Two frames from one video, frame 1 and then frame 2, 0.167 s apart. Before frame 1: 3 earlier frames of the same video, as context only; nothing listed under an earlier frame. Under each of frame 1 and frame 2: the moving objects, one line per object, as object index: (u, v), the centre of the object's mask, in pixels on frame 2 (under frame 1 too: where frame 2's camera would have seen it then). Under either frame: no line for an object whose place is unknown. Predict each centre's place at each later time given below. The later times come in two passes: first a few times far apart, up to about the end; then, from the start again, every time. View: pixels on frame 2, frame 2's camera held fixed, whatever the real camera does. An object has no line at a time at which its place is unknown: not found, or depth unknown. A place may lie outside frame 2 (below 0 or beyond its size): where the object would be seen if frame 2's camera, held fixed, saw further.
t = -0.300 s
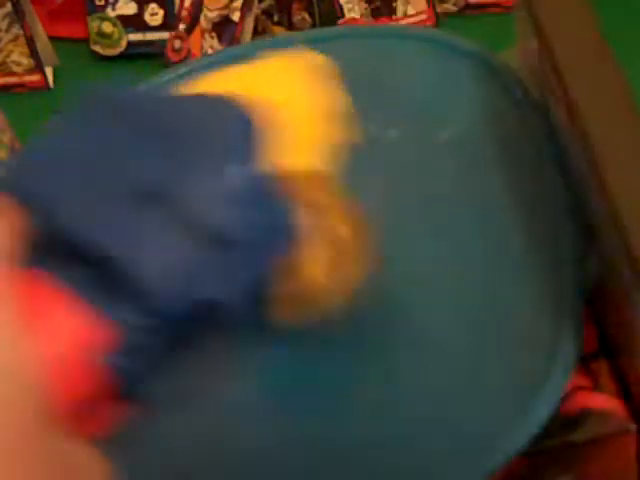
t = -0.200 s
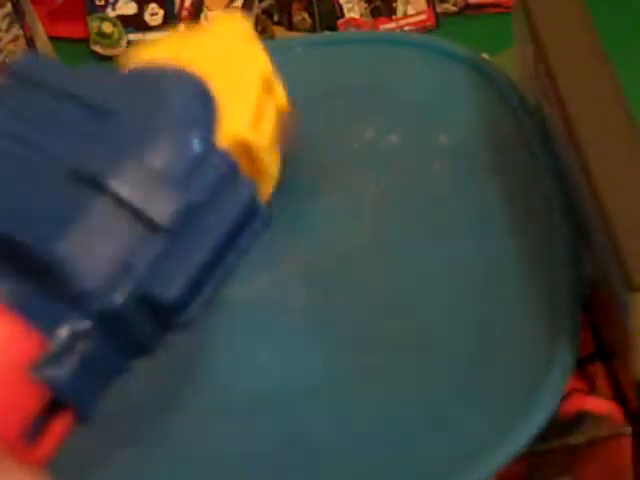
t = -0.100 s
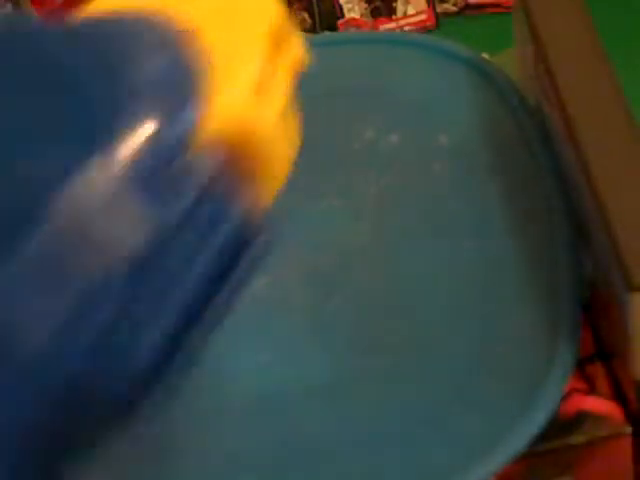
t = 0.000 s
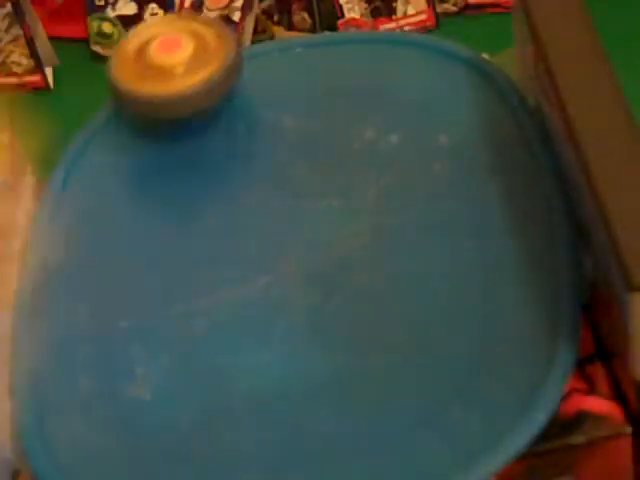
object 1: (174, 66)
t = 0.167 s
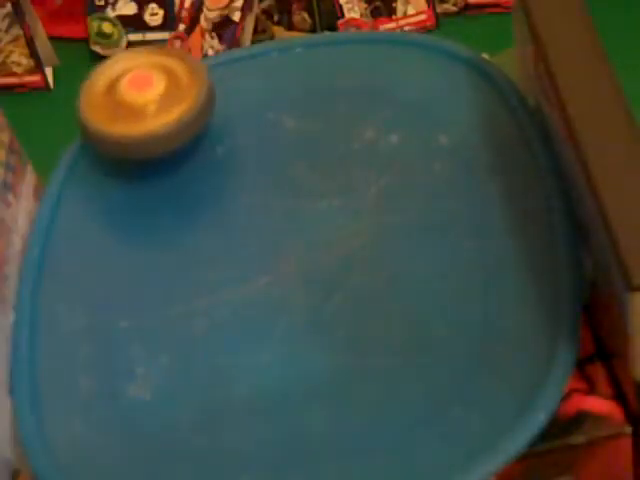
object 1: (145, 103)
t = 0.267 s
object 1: (141, 125)
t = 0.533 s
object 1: (176, 164)
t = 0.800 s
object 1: (235, 194)
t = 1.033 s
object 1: (279, 218)
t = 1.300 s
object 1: (313, 228)
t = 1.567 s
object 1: (329, 231)
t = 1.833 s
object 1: (321, 234)
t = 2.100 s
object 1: (293, 233)
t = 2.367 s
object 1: (271, 234)
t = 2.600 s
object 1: (268, 231)
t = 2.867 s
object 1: (275, 219)
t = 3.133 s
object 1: (283, 202)
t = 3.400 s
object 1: (301, 184)
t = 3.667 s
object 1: (324, 172)
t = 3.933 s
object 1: (345, 165)
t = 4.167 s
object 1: (350, 166)
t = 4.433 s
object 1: (339, 176)
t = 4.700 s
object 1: (302, 195)
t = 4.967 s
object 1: (264, 220)
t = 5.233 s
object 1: (256, 239)
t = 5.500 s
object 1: (276, 236)
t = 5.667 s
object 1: (284, 221)
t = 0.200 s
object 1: (142, 110)
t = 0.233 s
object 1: (141, 118)
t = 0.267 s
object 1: (141, 125)
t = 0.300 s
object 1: (142, 130)
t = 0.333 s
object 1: (144, 135)
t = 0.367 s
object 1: (148, 140)
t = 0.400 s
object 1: (152, 145)
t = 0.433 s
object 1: (157, 150)
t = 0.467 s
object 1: (163, 155)
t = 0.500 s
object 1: (170, 160)
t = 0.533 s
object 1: (176, 164)
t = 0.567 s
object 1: (183, 168)
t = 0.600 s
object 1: (190, 172)
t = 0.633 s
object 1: (198, 176)
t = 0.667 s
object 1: (205, 179)
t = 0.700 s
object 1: (212, 183)
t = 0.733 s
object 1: (220, 186)
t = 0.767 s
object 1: (227, 190)
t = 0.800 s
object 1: (235, 194)
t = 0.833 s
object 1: (242, 198)
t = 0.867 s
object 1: (249, 201)
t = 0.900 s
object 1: (257, 204)
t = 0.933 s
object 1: (263, 208)
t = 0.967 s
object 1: (268, 211)
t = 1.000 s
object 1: (273, 215)
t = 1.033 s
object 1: (279, 218)
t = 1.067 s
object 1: (284, 221)
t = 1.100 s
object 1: (289, 223)
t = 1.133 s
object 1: (293, 225)
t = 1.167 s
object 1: (298, 226)
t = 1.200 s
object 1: (302, 227)
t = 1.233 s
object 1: (306, 227)
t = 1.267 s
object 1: (309, 227)
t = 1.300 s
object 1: (313, 228)
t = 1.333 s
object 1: (316, 229)
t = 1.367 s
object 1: (319, 229)
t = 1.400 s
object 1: (321, 229)
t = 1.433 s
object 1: (324, 229)
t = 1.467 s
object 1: (326, 230)
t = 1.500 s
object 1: (327, 230)
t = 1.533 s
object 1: (328, 231)
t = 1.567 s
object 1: (329, 231)
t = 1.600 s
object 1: (329, 232)
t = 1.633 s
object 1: (329, 233)
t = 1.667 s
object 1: (329, 233)
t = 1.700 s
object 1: (328, 234)
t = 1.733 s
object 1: (327, 234)
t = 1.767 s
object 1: (324, 235)
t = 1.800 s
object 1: (322, 234)
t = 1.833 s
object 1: (321, 234)
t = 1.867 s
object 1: (319, 234)
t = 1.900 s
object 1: (316, 235)
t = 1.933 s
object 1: (312, 235)
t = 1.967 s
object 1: (308, 235)
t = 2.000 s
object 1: (305, 234)
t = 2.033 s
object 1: (301, 234)
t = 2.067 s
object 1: (298, 233)
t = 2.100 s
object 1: (293, 233)
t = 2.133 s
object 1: (289, 233)
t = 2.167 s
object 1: (285, 232)
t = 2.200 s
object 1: (283, 231)
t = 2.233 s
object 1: (278, 232)
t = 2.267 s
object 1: (276, 232)
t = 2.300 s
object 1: (273, 233)
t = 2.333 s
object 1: (272, 234)
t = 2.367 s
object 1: (271, 234)
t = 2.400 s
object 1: (269, 234)
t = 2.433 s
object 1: (268, 234)
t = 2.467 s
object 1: (268, 234)
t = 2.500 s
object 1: (267, 234)
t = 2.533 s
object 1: (267, 233)
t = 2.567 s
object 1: (267, 233)
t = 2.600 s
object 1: (268, 231)
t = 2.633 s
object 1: (268, 230)
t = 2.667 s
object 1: (269, 229)
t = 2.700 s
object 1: (271, 227)
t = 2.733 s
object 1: (272, 227)
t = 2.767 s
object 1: (273, 225)
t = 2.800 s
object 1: (274, 223)
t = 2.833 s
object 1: (275, 221)
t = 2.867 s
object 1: (275, 219)
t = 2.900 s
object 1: (276, 217)
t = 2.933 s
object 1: (277, 215)
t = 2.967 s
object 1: (278, 212)
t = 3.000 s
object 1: (278, 211)
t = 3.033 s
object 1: (279, 208)
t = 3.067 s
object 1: (280, 206)
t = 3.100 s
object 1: (281, 204)
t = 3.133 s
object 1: (283, 202)
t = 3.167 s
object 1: (284, 199)
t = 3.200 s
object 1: (286, 197)
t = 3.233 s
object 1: (289, 195)
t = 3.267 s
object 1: (291, 193)
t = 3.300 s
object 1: (293, 190)
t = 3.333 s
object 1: (295, 189)
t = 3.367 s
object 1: (298, 186)
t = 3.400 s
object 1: (301, 184)
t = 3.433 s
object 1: (304, 182)
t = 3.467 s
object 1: (306, 181)
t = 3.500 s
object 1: (309, 179)
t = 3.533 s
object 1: (312, 177)
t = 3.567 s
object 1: (315, 176)
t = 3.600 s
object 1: (318, 175)
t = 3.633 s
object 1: (321, 173)
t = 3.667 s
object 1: (324, 172)
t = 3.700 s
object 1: (327, 170)
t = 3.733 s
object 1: (330, 169)
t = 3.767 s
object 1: (332, 169)
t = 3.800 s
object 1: (336, 168)
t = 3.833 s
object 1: (339, 167)
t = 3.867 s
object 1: (341, 167)
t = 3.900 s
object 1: (343, 166)
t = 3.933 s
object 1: (345, 165)
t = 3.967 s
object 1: (347, 165)
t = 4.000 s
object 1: (349, 164)
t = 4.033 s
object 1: (349, 164)
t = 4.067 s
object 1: (349, 165)
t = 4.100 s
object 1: (350, 165)
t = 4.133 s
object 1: (350, 165)
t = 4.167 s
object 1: (350, 166)
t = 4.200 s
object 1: (351, 166)
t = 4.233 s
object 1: (352, 167)
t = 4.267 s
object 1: (350, 169)
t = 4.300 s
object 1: (349, 170)
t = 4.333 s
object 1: (347, 171)
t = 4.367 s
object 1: (345, 172)
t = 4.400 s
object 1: (342, 174)
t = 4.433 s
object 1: (339, 176)
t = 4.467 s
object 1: (335, 178)
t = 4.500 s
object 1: (331, 180)
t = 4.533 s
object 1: (327, 182)
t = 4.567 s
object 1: (322, 184)
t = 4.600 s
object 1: (317, 187)
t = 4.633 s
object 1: (311, 190)
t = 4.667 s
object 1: (306, 193)
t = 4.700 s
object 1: (302, 195)
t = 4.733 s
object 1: (297, 197)
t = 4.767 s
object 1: (291, 200)
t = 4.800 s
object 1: (287, 203)
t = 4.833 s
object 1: (282, 206)
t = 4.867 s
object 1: (275, 210)
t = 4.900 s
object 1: (272, 213)
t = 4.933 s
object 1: (268, 216)
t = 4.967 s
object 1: (264, 220)
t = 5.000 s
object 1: (261, 223)
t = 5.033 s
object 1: (259, 226)
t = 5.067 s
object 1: (257, 229)
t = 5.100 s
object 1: (256, 232)
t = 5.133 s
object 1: (255, 234)
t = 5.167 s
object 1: (255, 236)
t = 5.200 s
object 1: (256, 237)
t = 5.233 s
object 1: (256, 239)
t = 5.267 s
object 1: (257, 241)
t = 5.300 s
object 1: (259, 242)
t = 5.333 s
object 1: (261, 242)
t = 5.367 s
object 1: (264, 241)
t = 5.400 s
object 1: (267, 241)
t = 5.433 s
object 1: (270, 239)
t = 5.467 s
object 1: (273, 238)
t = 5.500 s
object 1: (276, 236)
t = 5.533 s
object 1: (279, 234)
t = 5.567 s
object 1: (281, 231)
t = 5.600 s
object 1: (282, 228)
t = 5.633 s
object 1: (283, 225)
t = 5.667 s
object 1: (284, 221)
